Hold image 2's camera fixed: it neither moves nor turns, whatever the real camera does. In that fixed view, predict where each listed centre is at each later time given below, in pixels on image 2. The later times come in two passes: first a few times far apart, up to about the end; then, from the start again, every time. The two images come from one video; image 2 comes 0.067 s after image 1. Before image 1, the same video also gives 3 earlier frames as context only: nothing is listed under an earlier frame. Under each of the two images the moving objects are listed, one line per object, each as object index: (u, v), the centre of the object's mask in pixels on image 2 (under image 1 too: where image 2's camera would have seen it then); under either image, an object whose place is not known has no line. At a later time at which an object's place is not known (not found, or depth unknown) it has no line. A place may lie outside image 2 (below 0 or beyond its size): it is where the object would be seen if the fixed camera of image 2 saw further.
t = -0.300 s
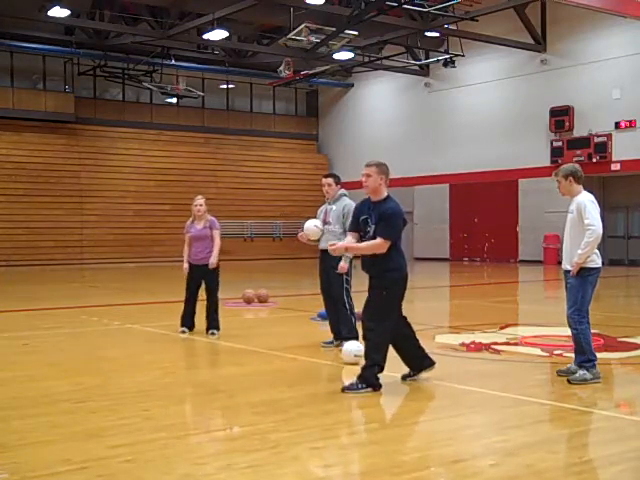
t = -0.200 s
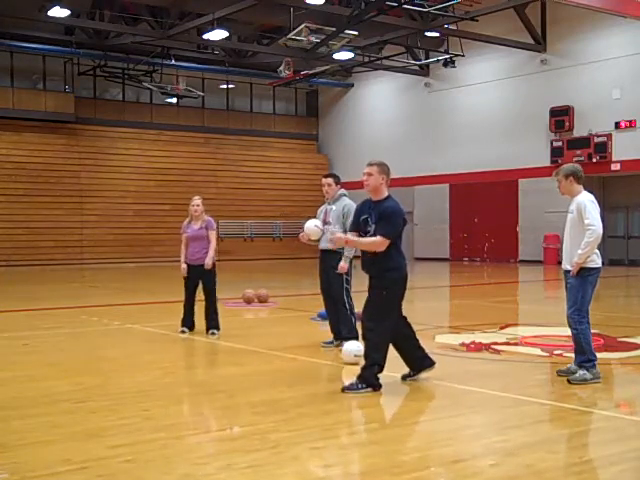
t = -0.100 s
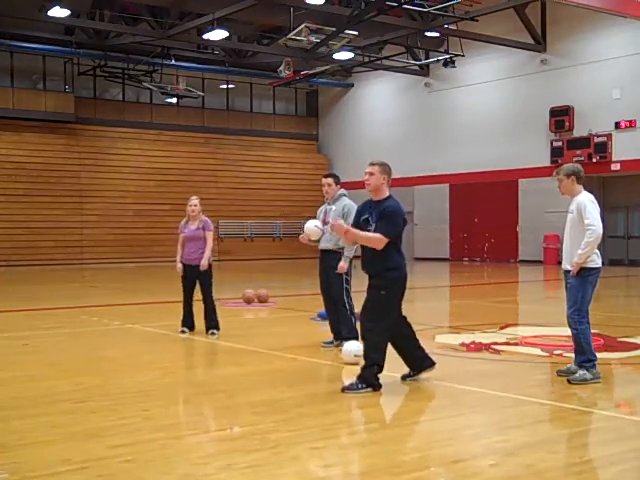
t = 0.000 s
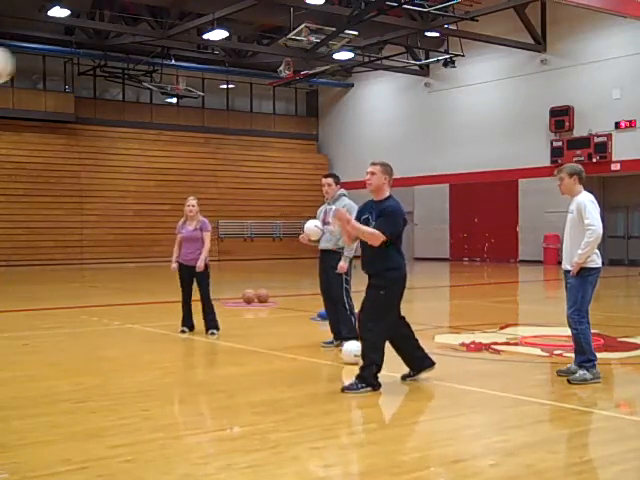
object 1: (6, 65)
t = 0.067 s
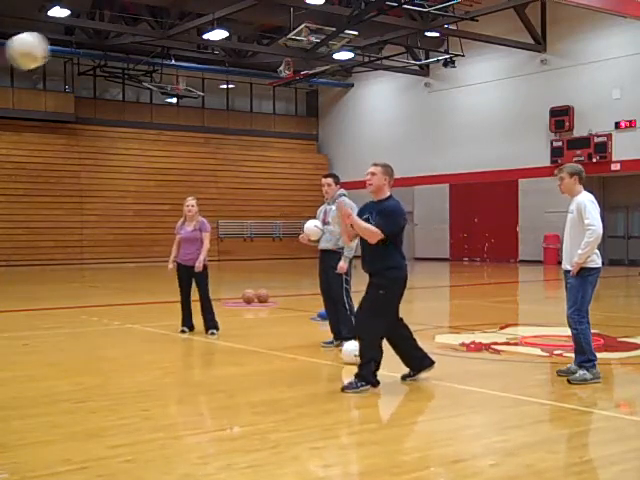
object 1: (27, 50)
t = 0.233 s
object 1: (109, 42)
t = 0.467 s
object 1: (209, 99)
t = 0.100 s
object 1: (45, 45)
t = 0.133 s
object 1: (61, 42)
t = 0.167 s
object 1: (78, 40)
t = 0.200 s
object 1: (94, 40)
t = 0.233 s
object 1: (109, 42)
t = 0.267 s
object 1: (124, 46)
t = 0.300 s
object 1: (139, 51)
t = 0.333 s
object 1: (154, 58)
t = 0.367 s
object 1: (168, 65)
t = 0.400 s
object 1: (182, 75)
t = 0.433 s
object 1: (196, 87)
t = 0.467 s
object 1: (209, 99)
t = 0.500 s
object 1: (221, 113)
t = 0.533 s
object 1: (234, 128)
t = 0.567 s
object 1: (246, 144)
